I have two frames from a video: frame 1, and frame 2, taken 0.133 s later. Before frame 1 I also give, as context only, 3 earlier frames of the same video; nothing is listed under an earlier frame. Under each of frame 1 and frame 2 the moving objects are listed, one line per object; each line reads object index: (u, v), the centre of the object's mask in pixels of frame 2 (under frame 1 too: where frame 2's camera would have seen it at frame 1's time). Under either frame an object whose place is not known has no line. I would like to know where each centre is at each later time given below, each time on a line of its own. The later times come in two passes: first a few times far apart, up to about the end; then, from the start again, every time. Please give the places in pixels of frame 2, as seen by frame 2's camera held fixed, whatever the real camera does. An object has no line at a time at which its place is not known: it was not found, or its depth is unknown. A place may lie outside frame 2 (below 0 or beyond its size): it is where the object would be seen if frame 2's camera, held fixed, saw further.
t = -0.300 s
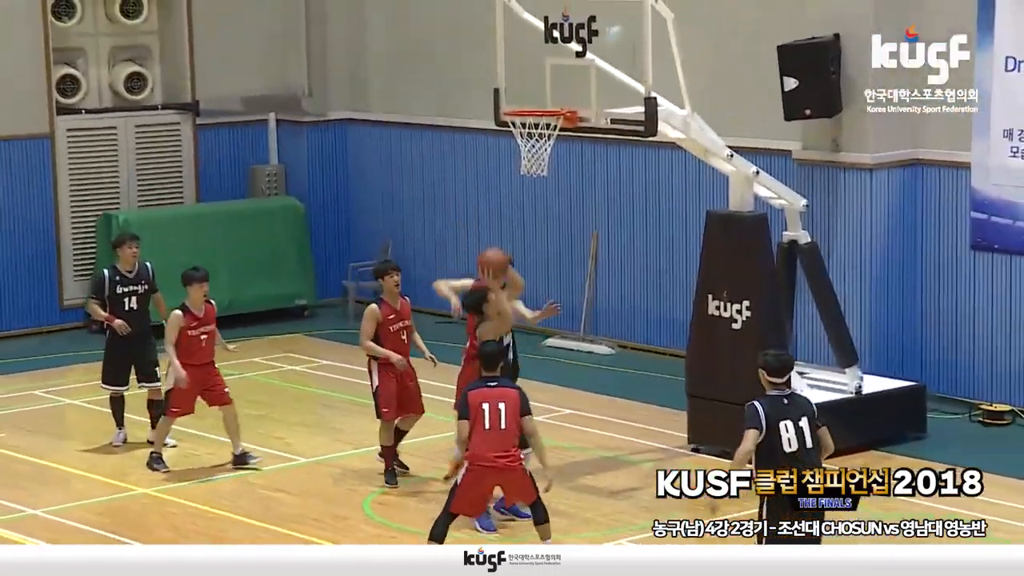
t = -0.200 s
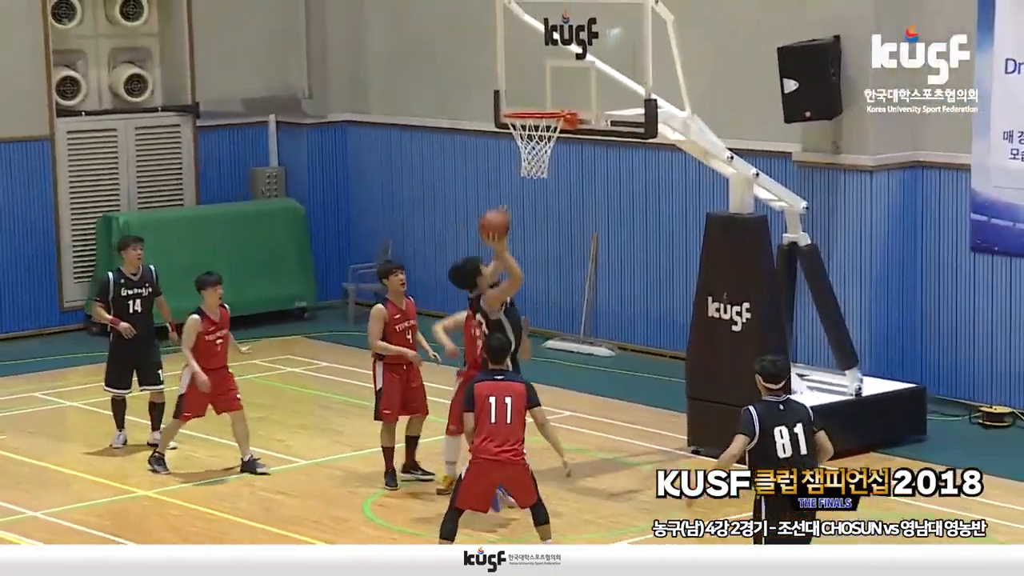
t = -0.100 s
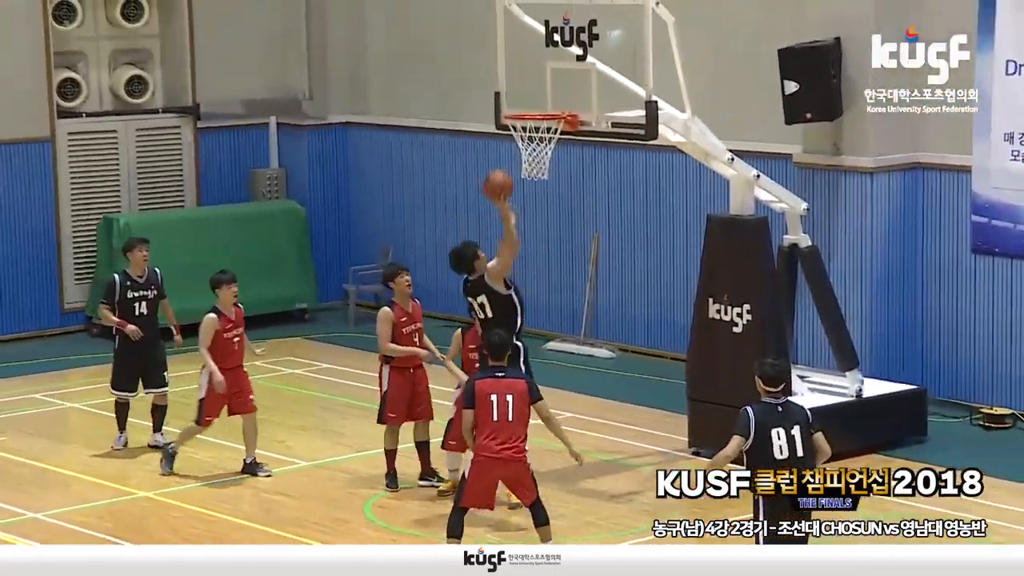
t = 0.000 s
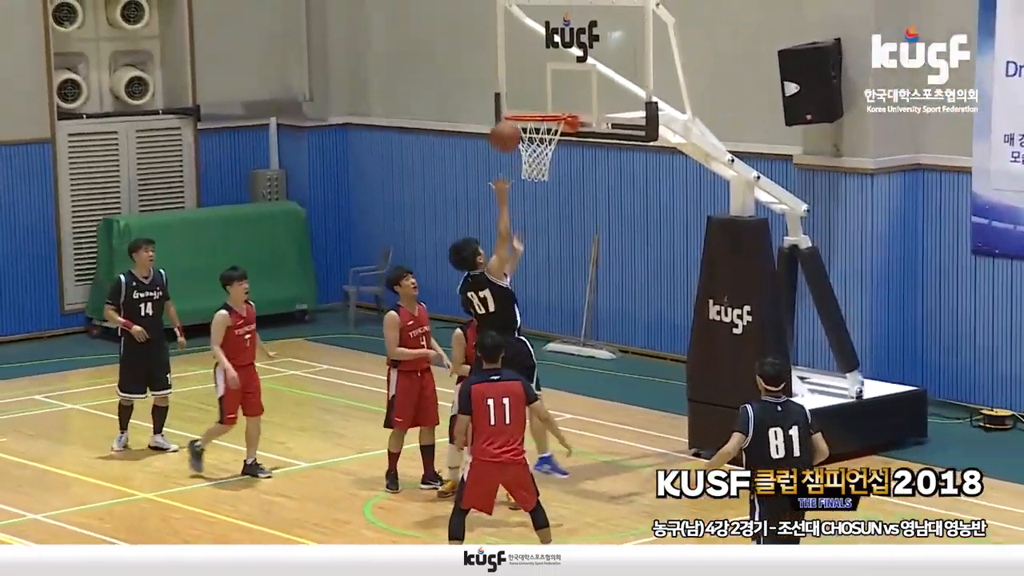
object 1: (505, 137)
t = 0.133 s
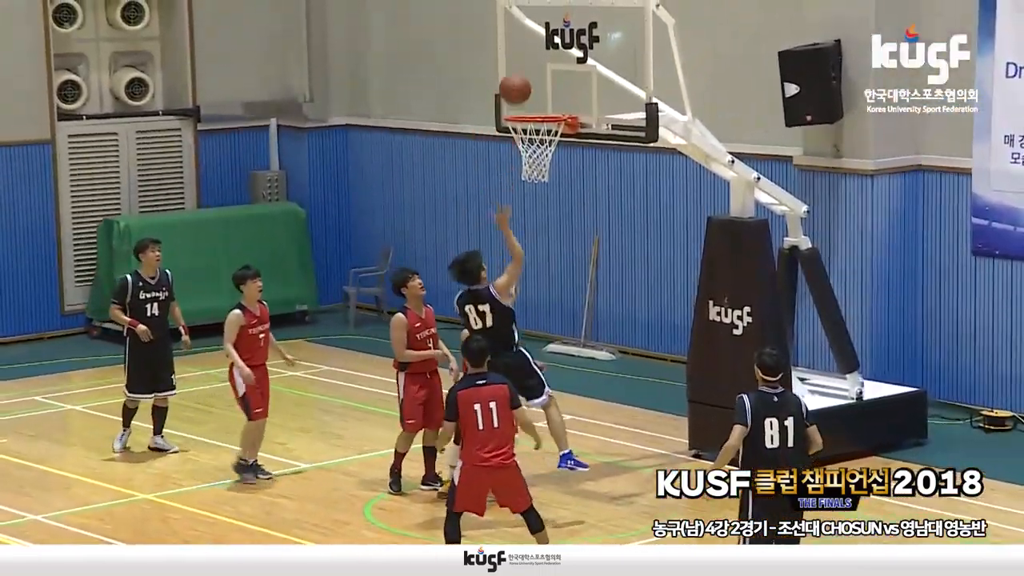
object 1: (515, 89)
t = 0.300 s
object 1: (527, 60)
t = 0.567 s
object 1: (524, 85)
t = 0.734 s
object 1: (496, 142)
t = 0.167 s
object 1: (517, 80)
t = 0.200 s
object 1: (520, 74)
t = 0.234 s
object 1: (522, 68)
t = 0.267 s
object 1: (525, 64)
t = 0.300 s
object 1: (527, 60)
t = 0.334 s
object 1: (529, 60)
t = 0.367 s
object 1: (532, 59)
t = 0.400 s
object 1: (535, 61)
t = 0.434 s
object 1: (537, 64)
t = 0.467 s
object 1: (540, 68)
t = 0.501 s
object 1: (535, 73)
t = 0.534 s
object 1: (530, 78)
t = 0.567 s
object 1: (524, 85)
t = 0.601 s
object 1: (518, 94)
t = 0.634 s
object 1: (512, 103)
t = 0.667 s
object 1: (504, 114)
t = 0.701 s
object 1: (498, 130)
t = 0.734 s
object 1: (496, 142)
